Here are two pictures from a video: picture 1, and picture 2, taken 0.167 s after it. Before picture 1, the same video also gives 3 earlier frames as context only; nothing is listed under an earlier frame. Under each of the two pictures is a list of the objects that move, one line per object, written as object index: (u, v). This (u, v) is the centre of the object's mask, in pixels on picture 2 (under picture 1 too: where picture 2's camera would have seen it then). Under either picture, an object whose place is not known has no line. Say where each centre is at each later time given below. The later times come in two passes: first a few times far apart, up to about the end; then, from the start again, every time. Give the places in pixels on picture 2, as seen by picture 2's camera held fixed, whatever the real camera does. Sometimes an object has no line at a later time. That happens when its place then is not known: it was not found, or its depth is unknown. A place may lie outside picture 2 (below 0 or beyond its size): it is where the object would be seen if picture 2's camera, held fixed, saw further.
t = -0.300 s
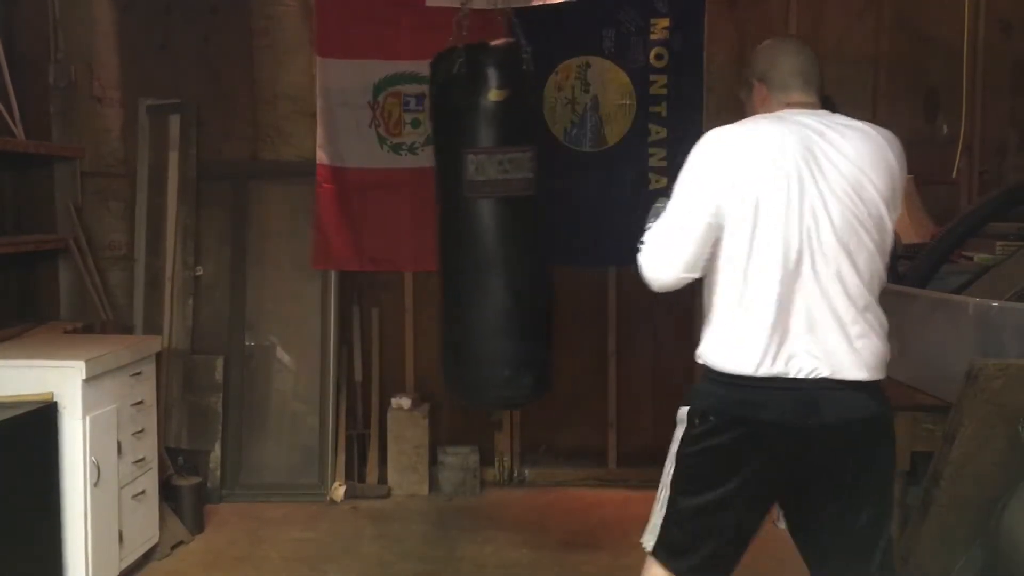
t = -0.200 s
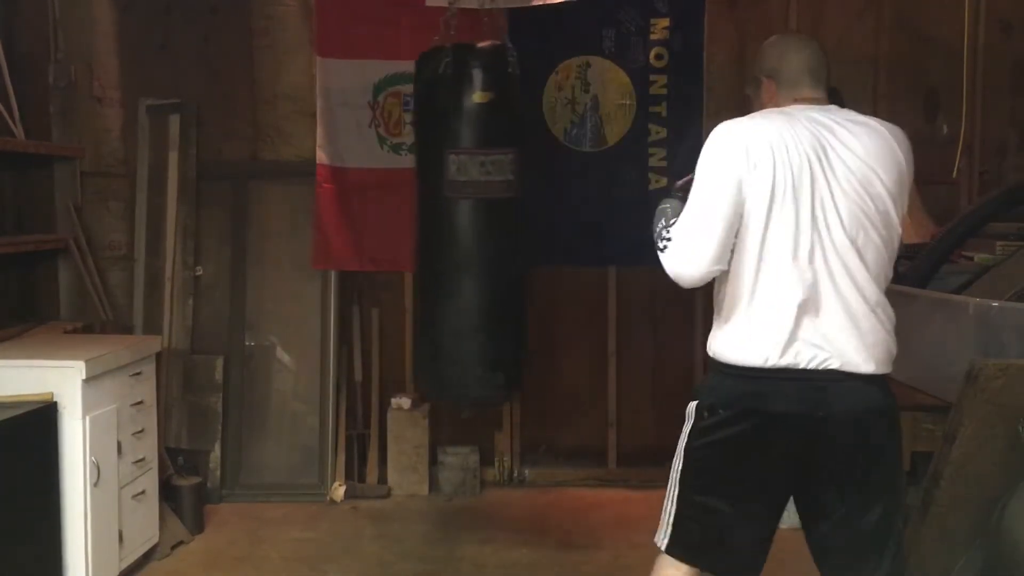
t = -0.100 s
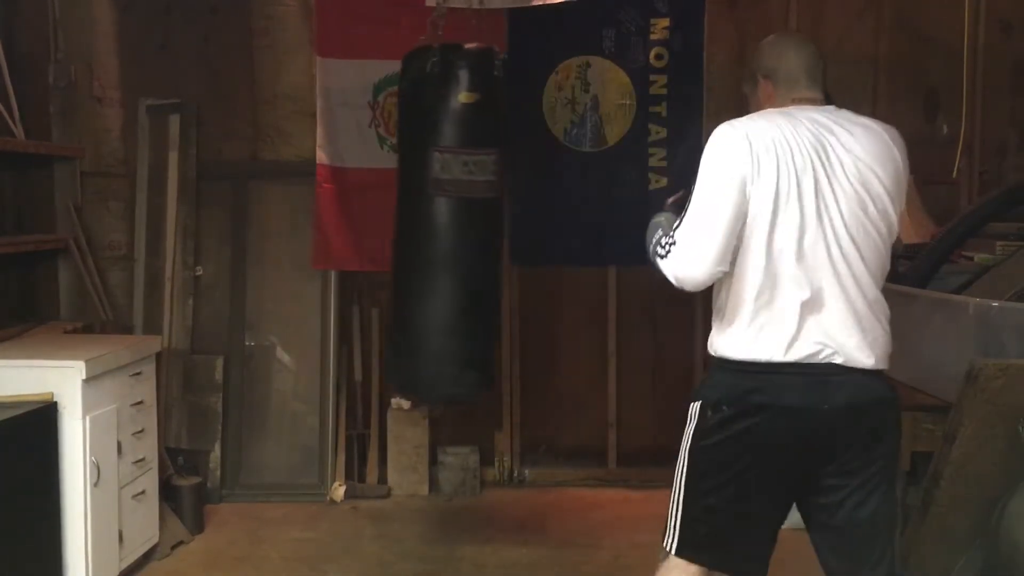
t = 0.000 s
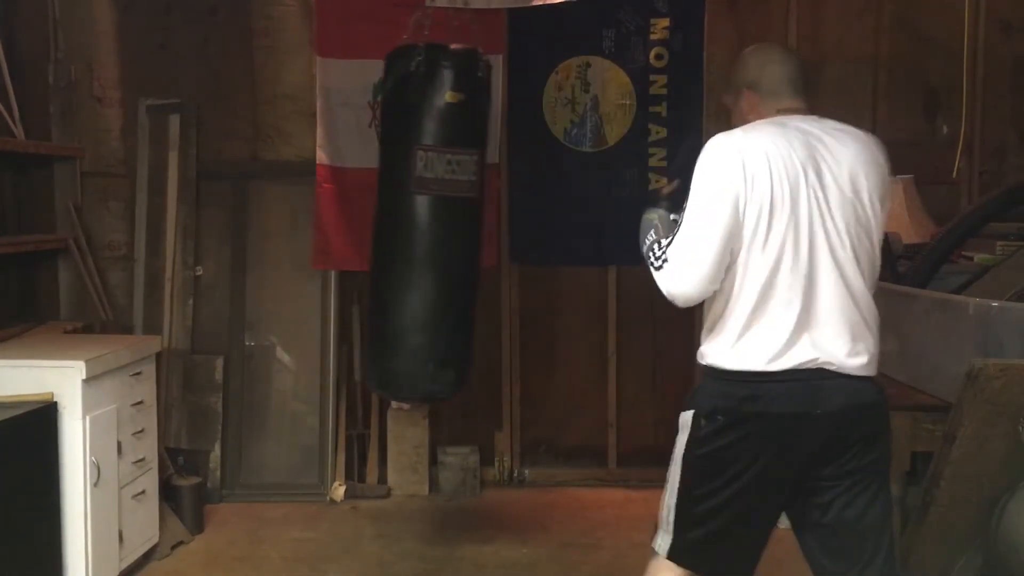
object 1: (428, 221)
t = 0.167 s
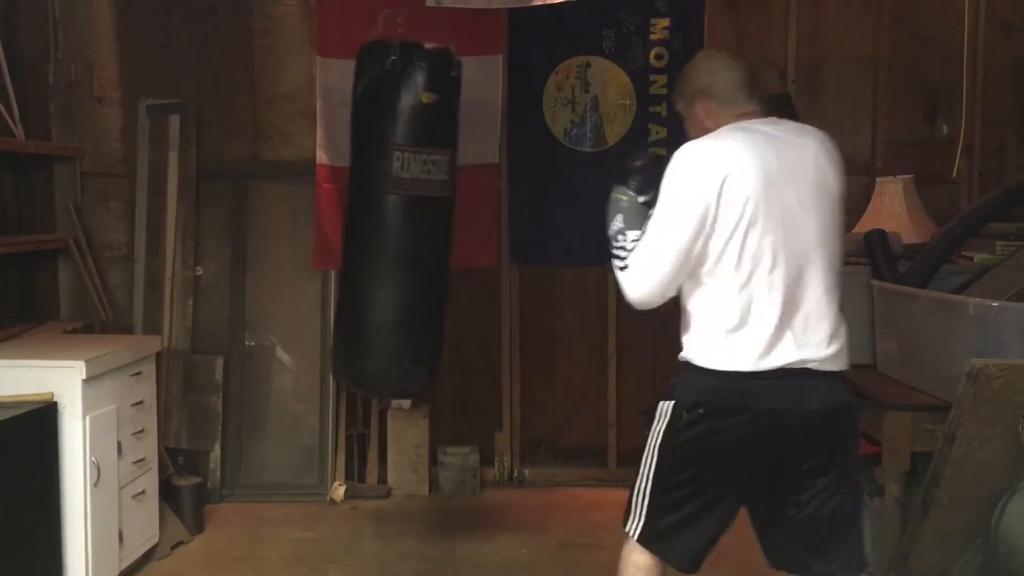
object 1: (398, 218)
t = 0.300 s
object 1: (380, 218)
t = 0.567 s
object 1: (369, 219)
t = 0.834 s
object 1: (385, 220)
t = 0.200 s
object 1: (393, 218)
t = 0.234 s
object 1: (388, 218)
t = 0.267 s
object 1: (384, 219)
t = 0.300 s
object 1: (380, 218)
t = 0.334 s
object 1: (377, 218)
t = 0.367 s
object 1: (375, 218)
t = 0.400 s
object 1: (373, 218)
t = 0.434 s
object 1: (371, 219)
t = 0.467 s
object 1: (370, 219)
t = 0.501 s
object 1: (369, 219)
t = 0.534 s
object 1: (369, 219)
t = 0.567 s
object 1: (369, 219)
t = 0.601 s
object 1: (369, 219)
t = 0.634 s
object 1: (369, 219)
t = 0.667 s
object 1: (371, 219)
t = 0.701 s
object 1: (373, 219)
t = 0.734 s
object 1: (375, 219)
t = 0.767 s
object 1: (378, 219)
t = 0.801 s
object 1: (382, 219)
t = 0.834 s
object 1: (385, 220)
